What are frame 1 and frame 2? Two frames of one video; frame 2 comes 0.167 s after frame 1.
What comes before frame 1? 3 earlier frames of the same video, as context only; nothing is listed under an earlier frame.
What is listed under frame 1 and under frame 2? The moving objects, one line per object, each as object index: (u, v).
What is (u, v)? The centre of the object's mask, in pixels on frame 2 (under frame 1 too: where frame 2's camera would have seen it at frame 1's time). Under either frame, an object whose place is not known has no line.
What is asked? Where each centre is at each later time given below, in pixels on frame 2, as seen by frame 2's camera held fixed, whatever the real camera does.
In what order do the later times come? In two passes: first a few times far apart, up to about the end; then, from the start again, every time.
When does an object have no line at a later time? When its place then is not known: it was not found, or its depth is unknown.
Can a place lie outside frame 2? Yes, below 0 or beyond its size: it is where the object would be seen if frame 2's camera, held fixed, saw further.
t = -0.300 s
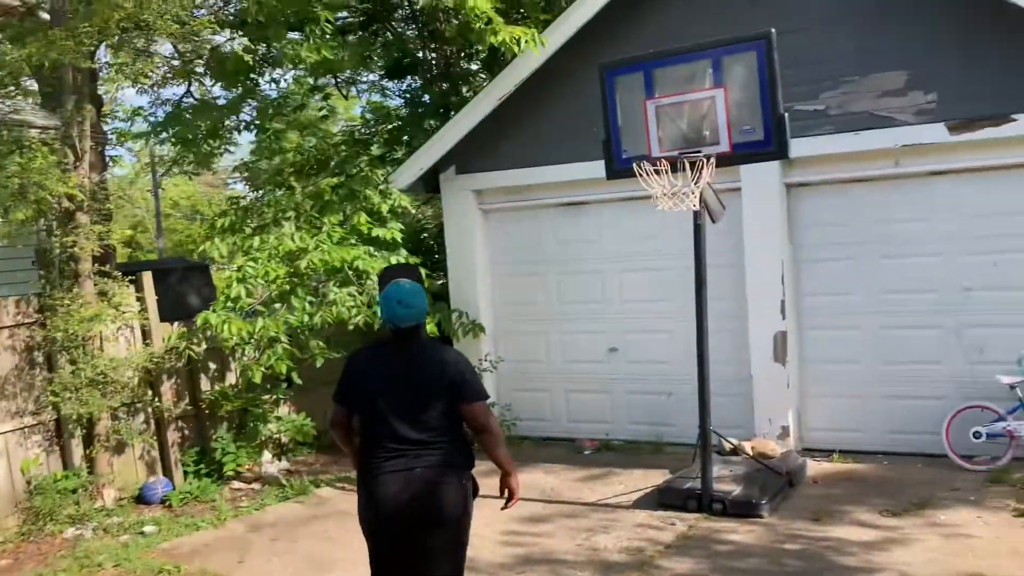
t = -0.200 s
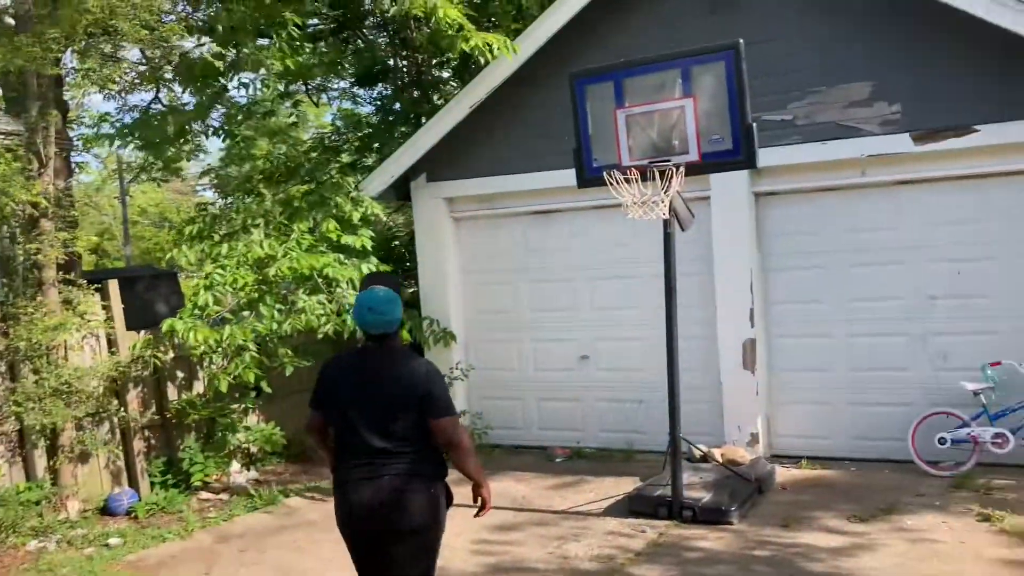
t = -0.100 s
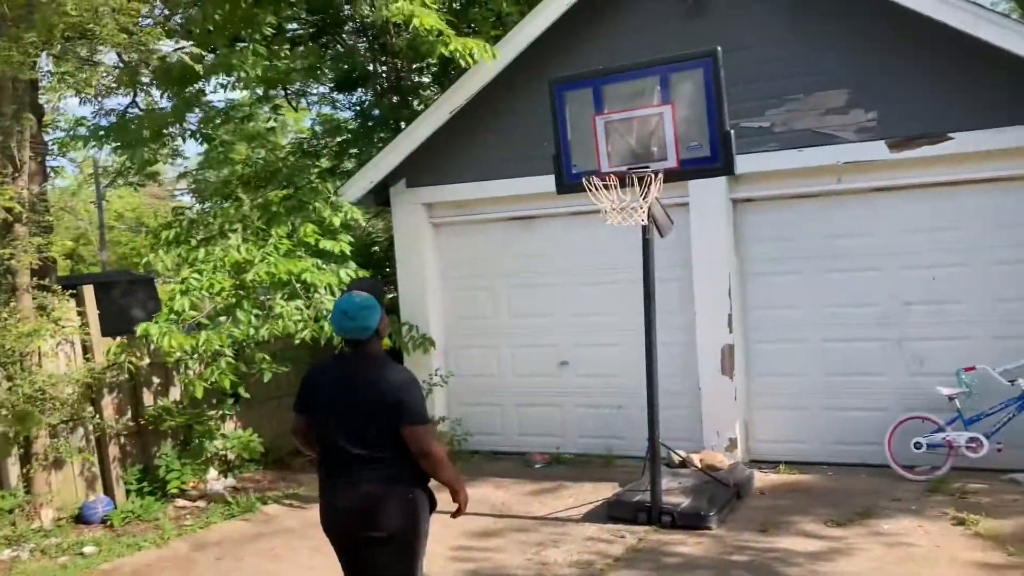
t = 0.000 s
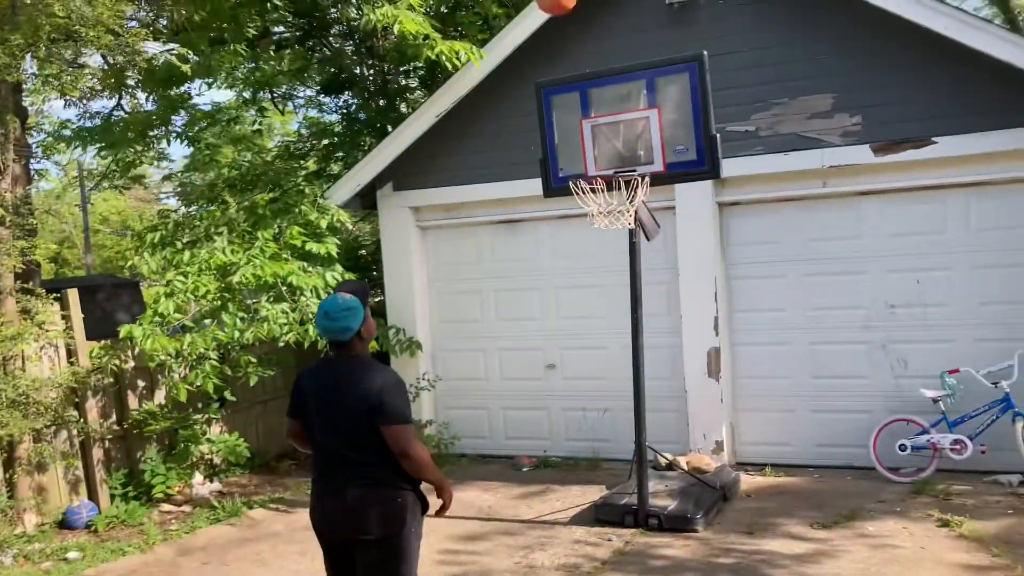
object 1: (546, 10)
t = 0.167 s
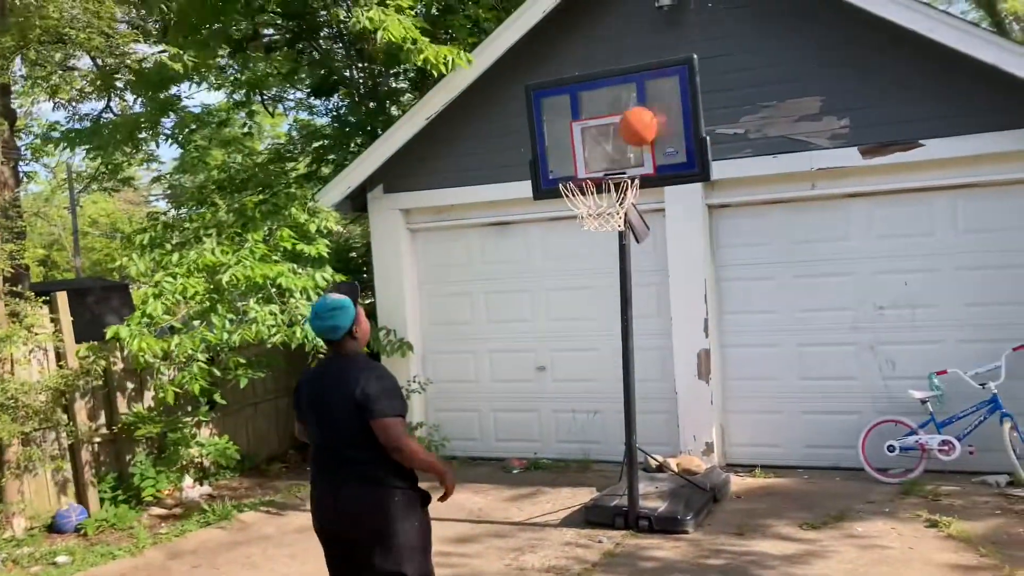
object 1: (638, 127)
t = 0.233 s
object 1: (642, 156)
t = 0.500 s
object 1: (665, 122)
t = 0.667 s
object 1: (688, 173)
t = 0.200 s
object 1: (640, 148)
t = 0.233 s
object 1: (642, 156)
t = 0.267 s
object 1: (644, 146)
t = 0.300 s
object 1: (647, 137)
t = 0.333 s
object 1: (649, 129)
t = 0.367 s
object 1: (652, 124)
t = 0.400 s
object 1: (655, 120)
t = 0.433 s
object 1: (658, 119)
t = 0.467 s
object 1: (661, 119)
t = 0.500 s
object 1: (665, 122)
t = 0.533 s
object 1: (669, 127)
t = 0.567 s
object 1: (674, 134)
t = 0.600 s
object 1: (678, 144)
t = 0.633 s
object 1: (682, 157)
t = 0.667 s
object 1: (688, 173)
